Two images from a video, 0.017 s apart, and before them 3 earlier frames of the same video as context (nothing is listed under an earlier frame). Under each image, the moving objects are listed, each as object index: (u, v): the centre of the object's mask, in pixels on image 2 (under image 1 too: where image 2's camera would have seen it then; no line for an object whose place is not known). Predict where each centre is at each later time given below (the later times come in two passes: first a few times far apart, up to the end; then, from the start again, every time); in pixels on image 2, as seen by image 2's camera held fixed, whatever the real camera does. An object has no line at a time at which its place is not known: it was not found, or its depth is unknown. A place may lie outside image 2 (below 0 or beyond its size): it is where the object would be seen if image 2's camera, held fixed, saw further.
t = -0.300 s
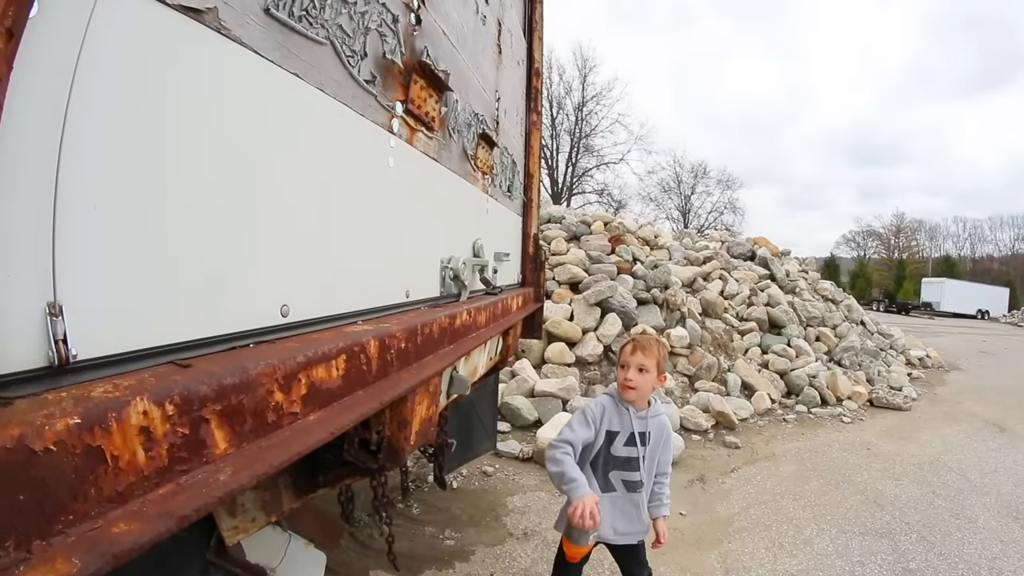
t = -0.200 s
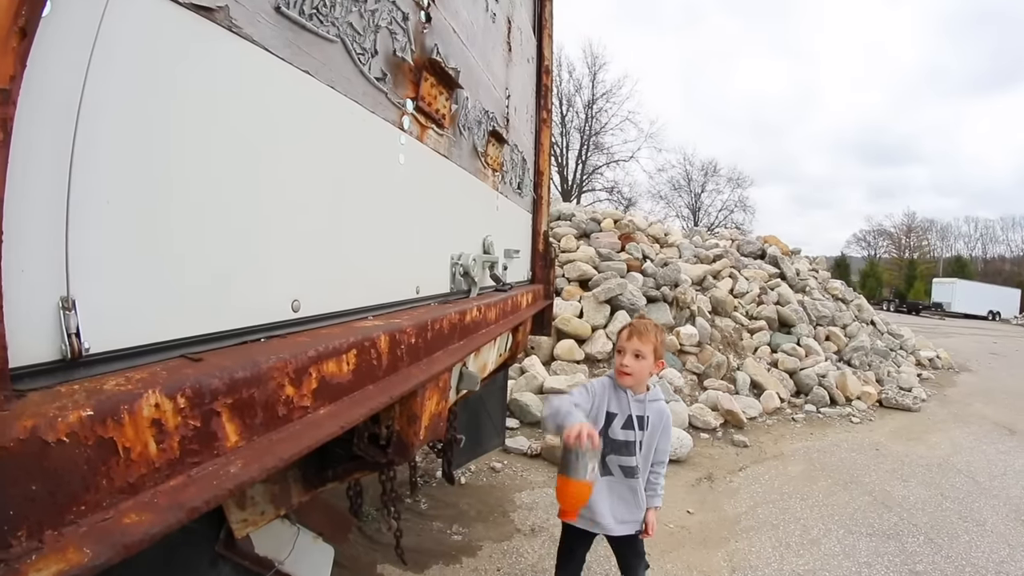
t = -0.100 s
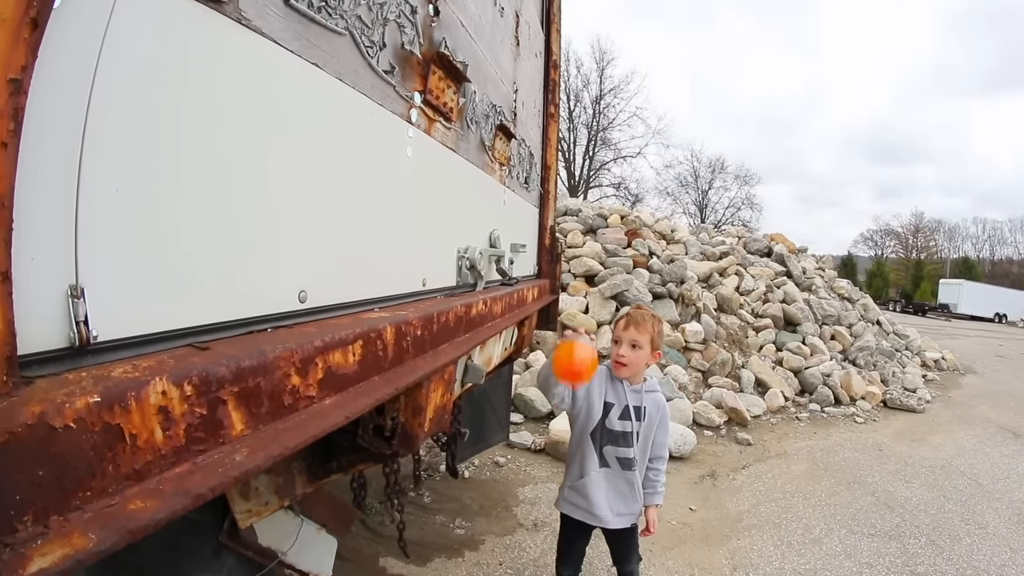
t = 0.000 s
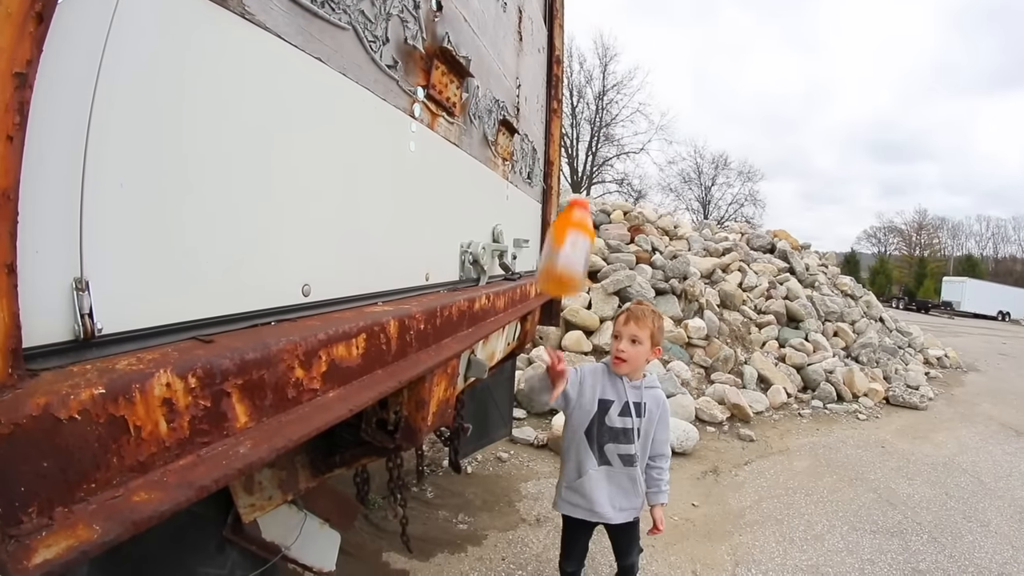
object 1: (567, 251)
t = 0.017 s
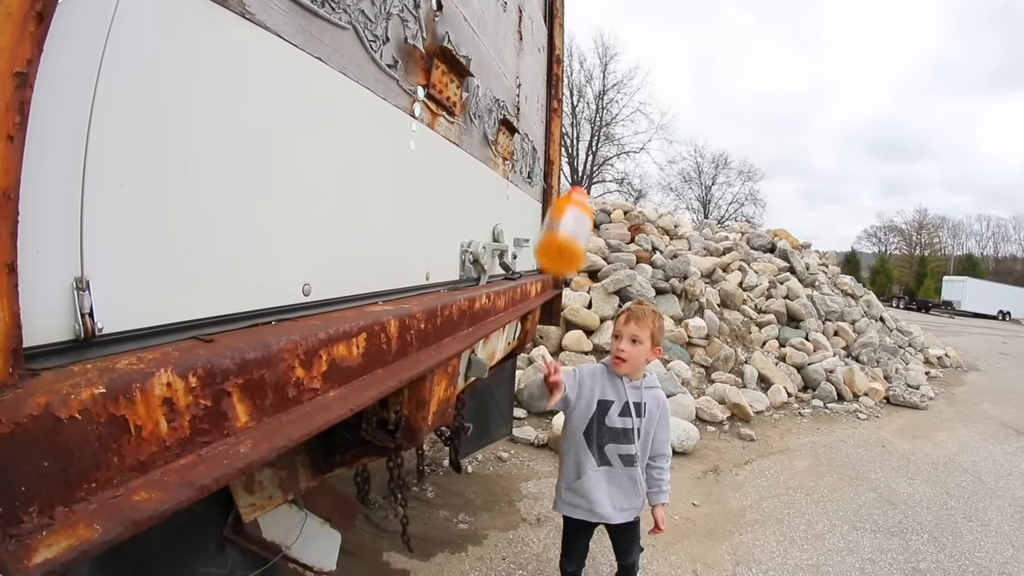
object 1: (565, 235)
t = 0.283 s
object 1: (540, 150)
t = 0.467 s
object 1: (511, 300)
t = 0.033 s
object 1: (563, 218)
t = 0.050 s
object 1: (562, 200)
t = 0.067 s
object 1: (560, 182)
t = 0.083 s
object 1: (559, 165)
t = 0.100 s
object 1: (559, 154)
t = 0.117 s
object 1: (558, 144)
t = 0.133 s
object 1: (556, 139)
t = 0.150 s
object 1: (554, 134)
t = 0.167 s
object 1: (553, 132)
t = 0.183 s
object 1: (551, 131)
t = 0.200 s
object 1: (550, 132)
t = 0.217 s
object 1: (548, 133)
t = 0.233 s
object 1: (545, 137)
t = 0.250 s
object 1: (544, 140)
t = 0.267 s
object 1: (542, 144)
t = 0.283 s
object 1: (540, 150)
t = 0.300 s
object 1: (538, 157)
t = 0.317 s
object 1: (535, 165)
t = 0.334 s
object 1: (533, 174)
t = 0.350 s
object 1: (531, 186)
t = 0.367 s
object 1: (528, 198)
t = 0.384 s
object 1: (525, 212)
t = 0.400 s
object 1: (522, 228)
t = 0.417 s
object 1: (520, 244)
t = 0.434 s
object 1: (517, 262)
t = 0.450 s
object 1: (514, 280)
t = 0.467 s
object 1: (511, 300)
